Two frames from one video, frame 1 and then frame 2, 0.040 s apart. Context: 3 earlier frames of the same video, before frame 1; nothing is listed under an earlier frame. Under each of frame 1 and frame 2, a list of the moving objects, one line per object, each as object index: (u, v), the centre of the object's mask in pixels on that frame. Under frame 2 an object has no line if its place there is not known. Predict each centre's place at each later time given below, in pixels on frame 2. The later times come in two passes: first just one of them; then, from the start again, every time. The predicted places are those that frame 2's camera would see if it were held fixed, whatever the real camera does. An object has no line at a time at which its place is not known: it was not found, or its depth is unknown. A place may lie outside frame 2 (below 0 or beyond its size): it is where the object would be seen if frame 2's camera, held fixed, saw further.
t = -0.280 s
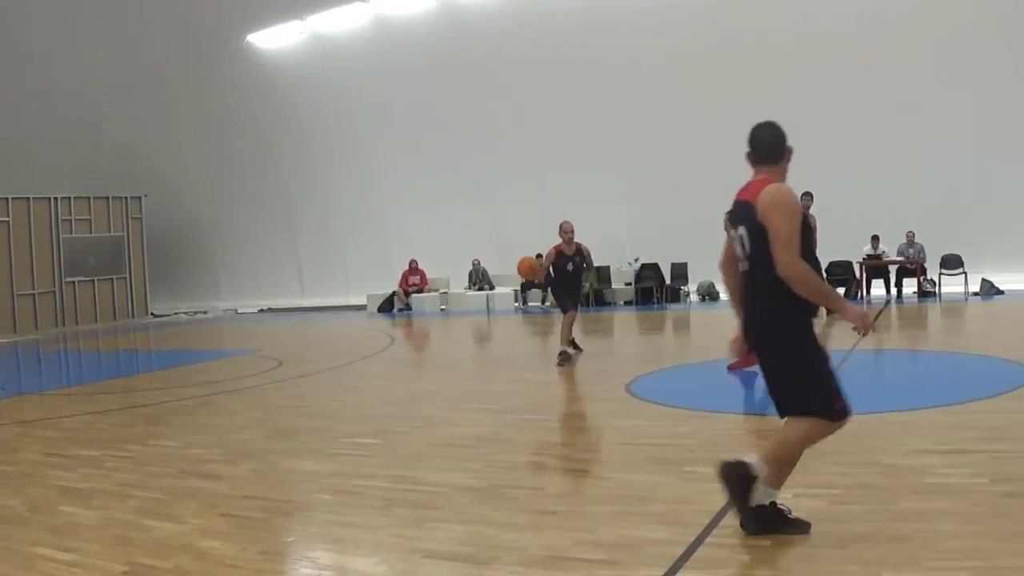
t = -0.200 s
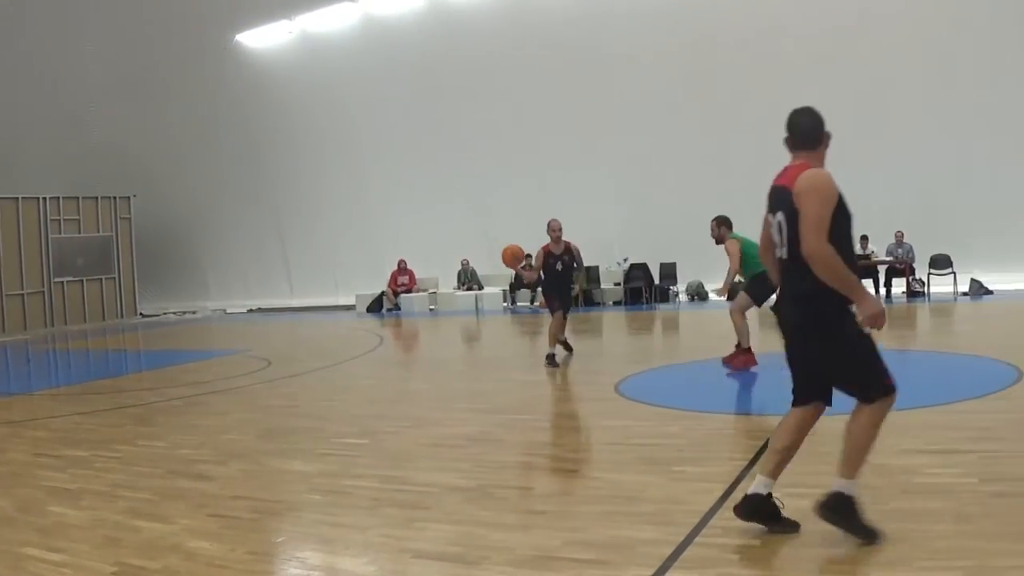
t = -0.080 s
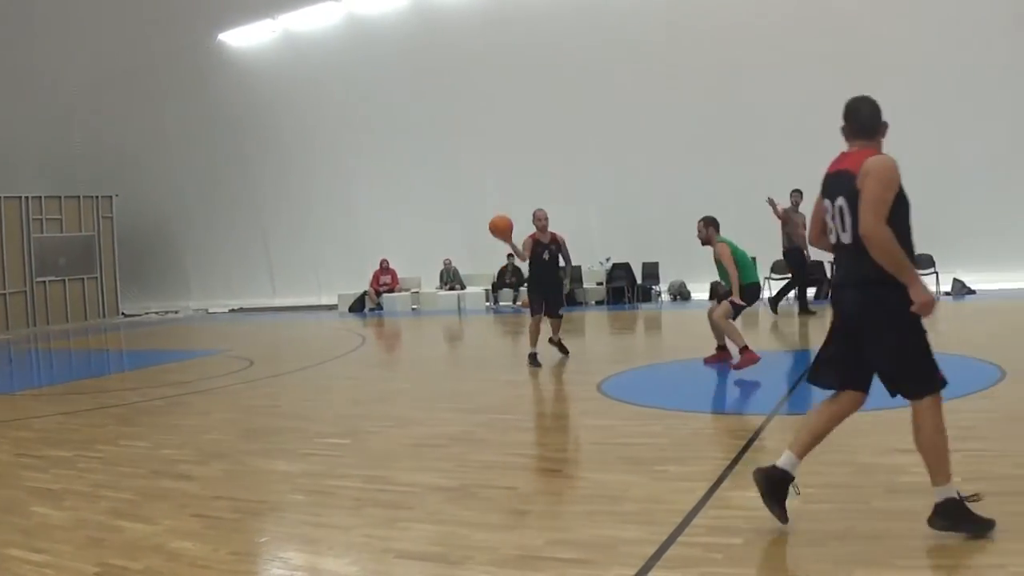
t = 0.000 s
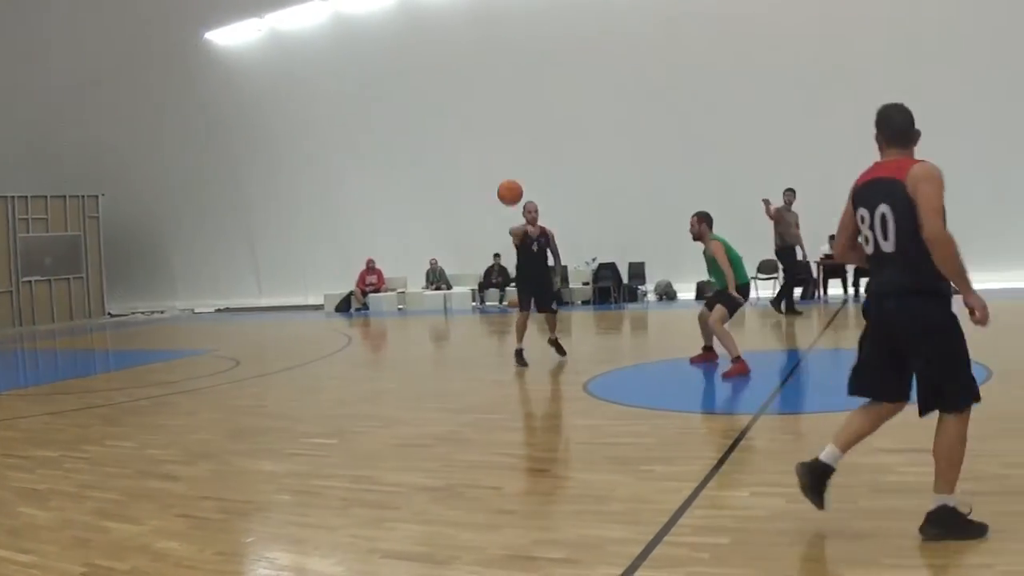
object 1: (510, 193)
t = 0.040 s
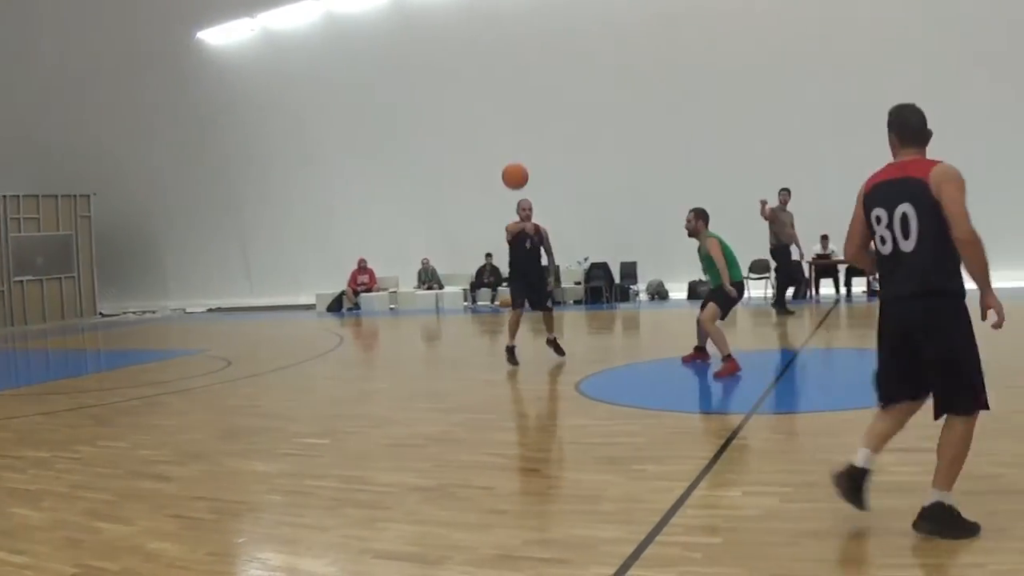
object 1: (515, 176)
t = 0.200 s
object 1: (561, 122)
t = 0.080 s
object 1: (525, 161)
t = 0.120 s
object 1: (536, 147)
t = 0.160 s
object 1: (548, 134)
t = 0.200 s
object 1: (561, 122)
